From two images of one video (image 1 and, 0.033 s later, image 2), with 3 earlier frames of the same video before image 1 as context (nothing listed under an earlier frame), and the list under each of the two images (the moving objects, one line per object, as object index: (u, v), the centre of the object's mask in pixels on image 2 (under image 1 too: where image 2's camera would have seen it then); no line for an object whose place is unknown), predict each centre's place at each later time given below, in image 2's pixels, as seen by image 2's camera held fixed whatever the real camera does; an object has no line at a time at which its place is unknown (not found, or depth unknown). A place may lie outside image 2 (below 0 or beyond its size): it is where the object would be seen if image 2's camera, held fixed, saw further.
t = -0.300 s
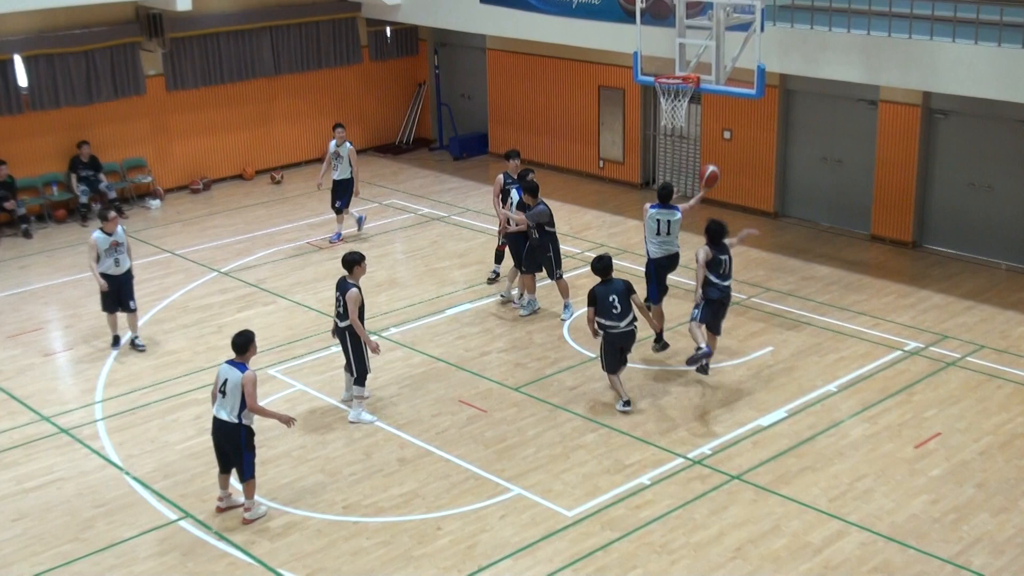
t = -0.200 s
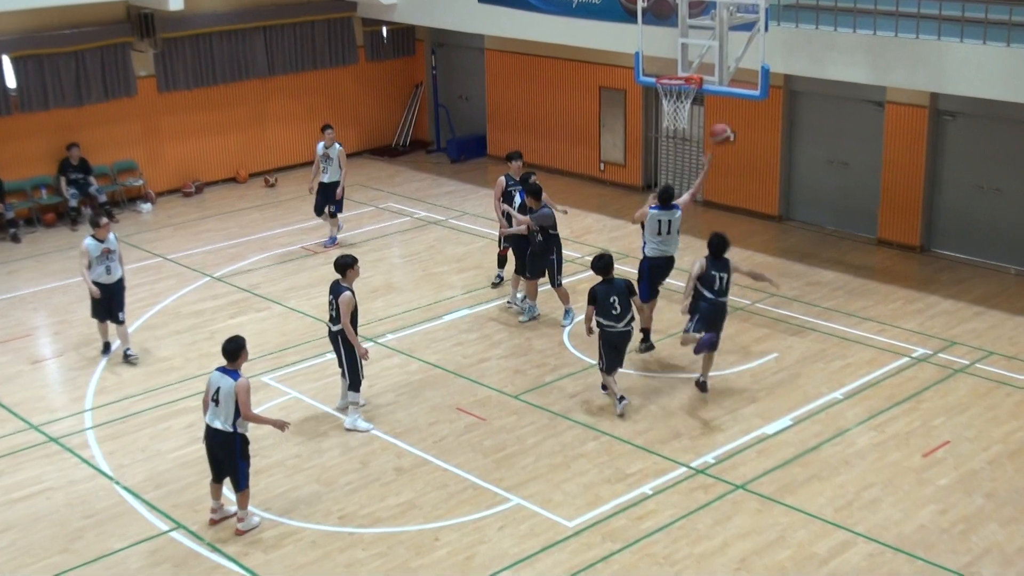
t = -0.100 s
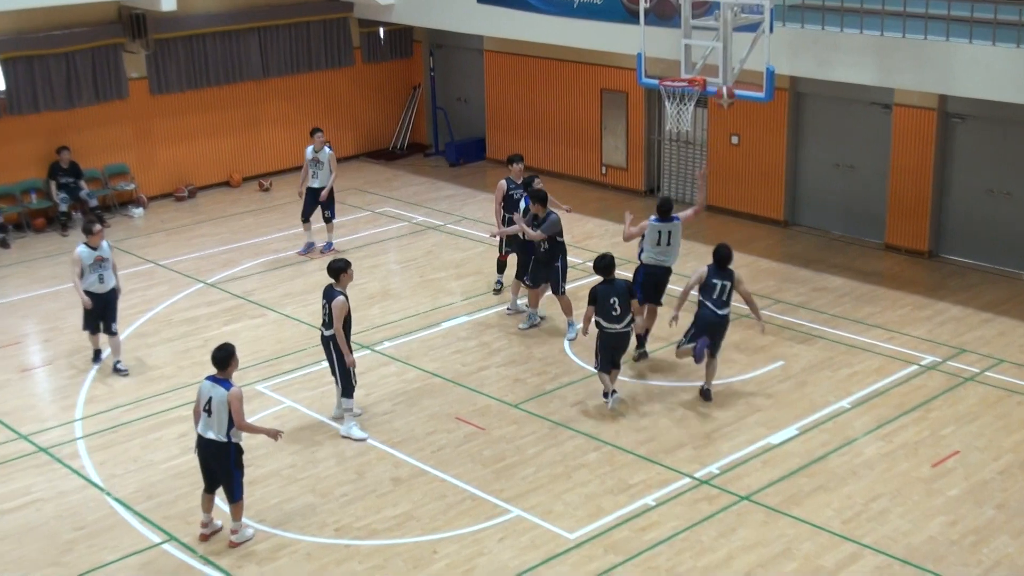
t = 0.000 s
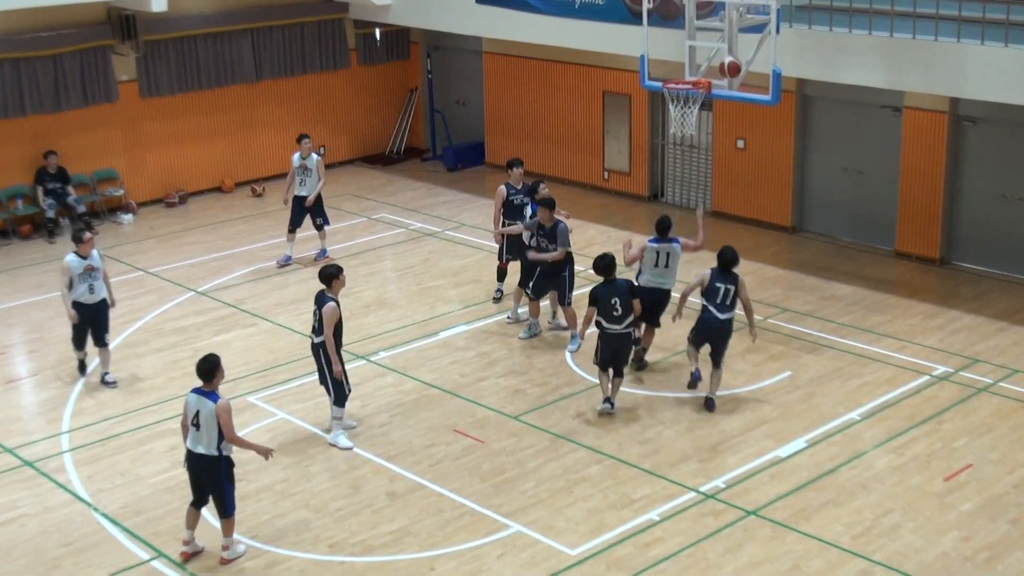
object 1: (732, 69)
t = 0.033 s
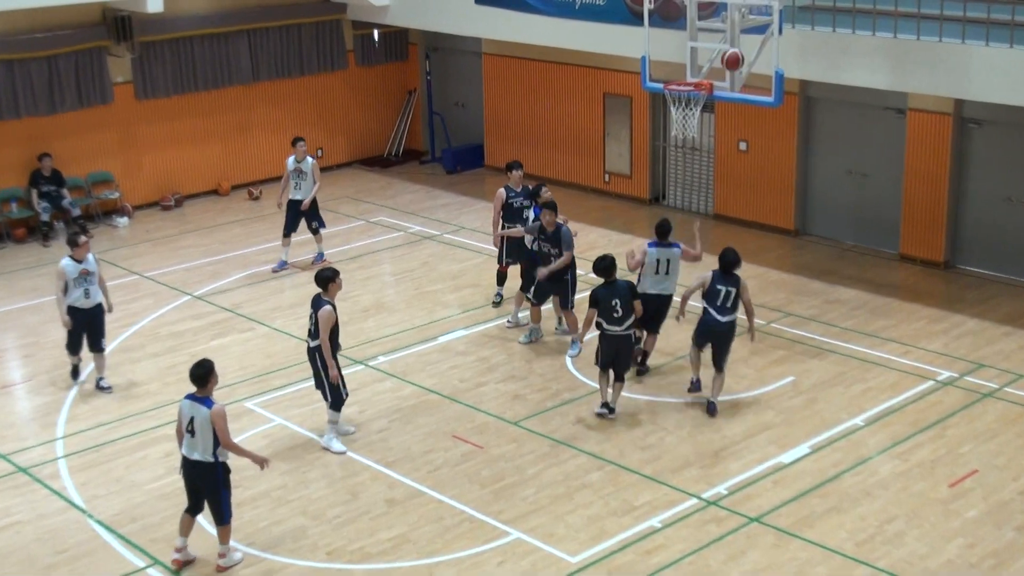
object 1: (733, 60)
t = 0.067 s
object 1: (733, 53)
